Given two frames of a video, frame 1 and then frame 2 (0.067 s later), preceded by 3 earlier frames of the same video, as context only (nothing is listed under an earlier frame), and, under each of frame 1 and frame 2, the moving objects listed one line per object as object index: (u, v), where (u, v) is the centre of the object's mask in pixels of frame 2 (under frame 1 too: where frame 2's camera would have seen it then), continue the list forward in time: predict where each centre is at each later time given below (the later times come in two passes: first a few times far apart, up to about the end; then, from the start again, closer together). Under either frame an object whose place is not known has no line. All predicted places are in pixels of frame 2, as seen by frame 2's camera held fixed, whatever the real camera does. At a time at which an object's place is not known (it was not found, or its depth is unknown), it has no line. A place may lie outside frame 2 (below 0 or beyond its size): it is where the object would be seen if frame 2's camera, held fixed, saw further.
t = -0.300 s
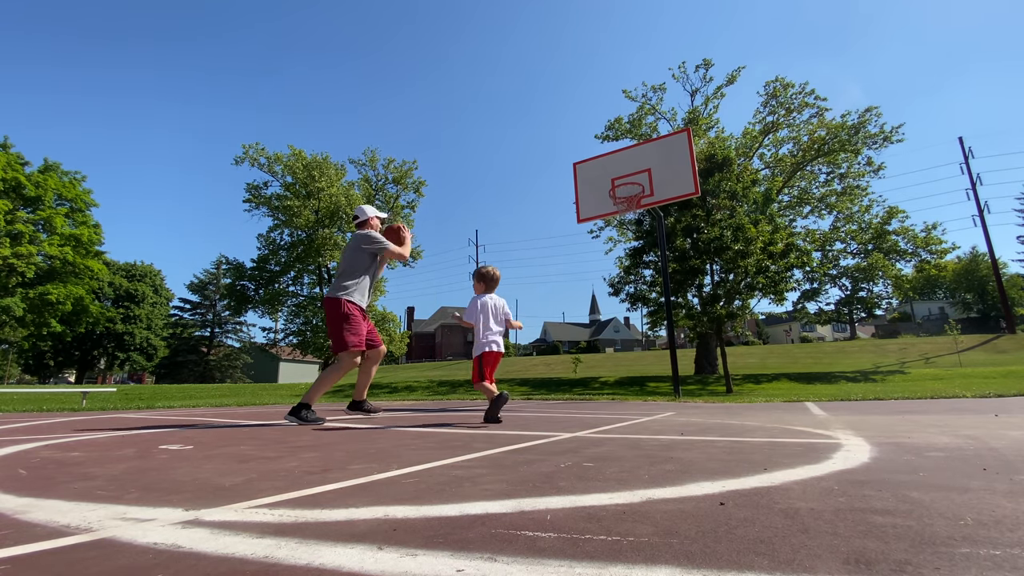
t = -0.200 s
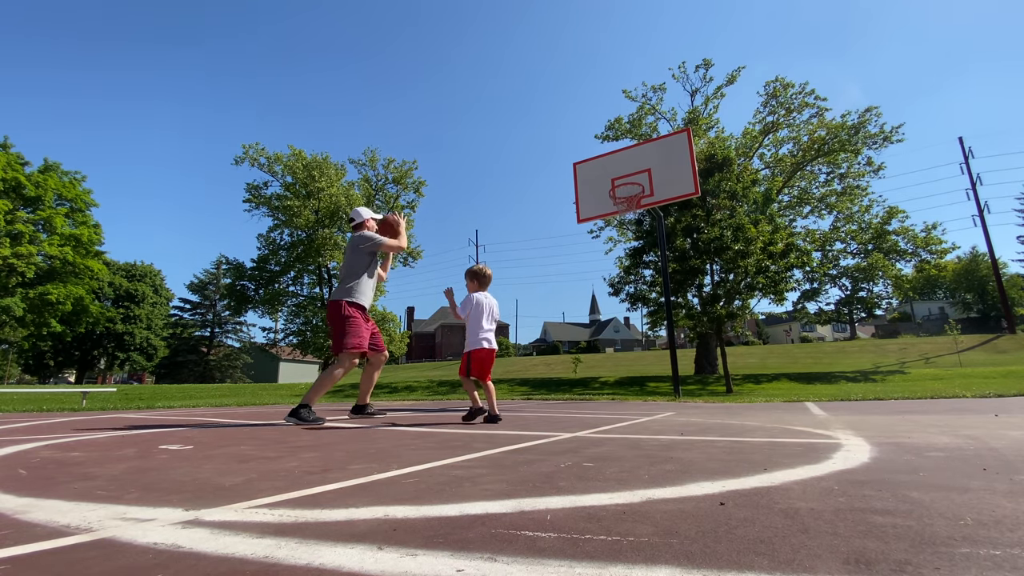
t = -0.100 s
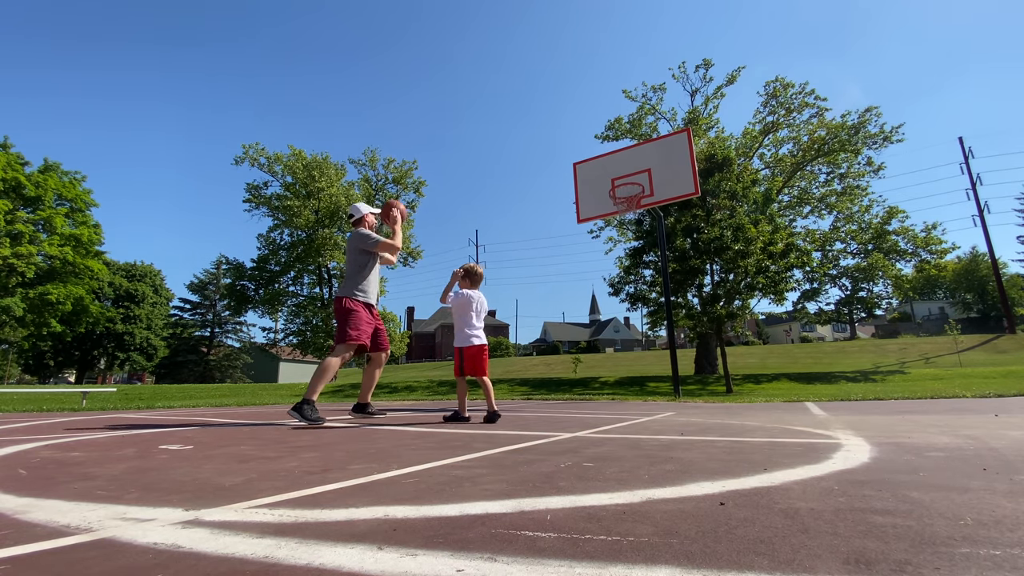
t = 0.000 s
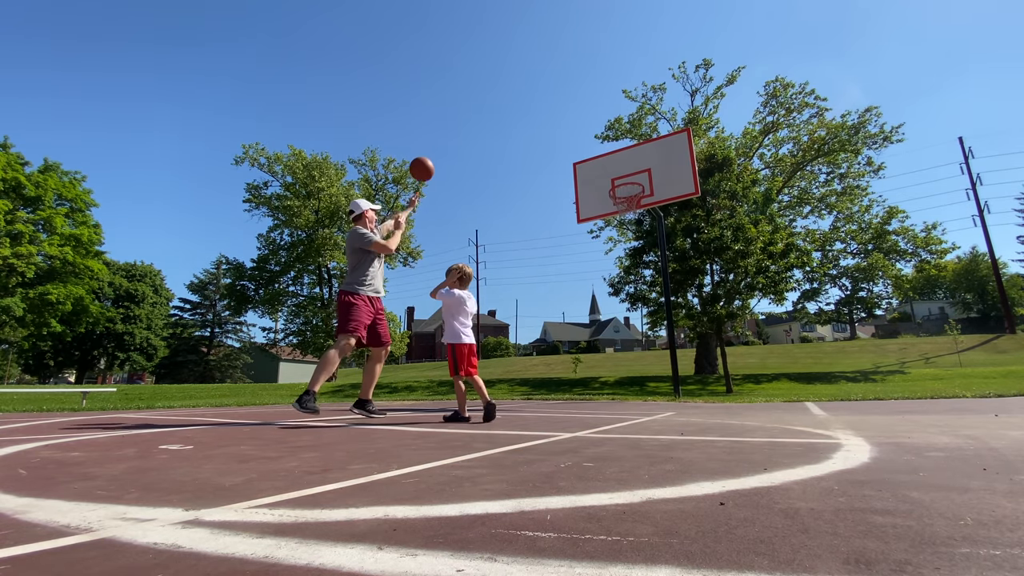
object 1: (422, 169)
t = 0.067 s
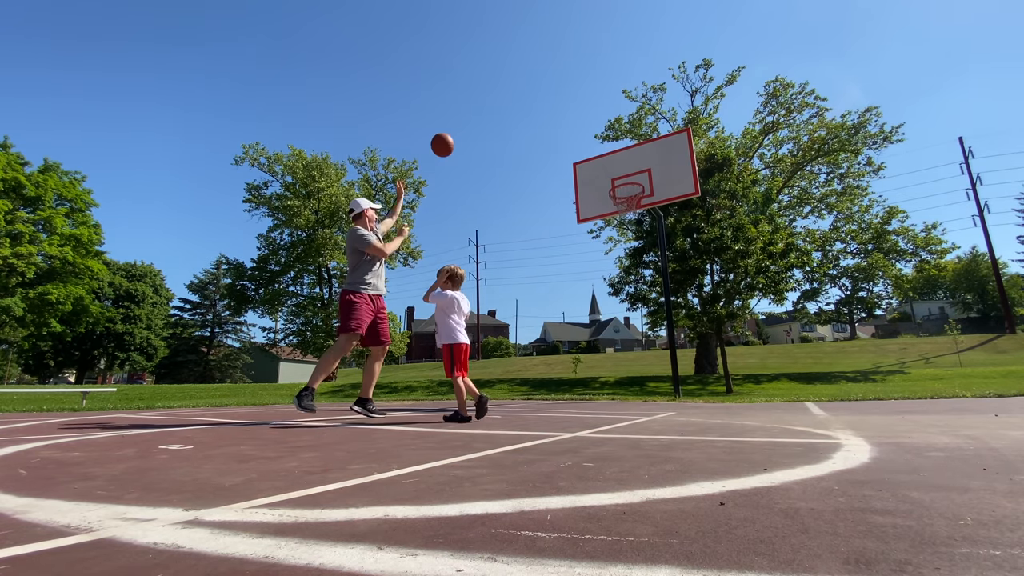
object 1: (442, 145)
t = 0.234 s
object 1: (486, 108)
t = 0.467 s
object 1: (534, 100)
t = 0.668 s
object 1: (569, 120)
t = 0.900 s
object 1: (604, 169)
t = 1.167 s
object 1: (591, 161)
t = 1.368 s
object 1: (564, 140)
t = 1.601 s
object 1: (532, 147)
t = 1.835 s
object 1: (497, 196)
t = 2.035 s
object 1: (461, 285)
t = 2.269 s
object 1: (414, 357)
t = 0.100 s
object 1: (452, 135)
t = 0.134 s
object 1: (461, 126)
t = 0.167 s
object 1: (469, 119)
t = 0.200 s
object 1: (478, 113)
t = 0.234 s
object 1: (486, 108)
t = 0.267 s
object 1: (493, 105)
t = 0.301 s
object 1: (501, 102)
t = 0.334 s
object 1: (508, 100)
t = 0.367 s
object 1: (515, 99)
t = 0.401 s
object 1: (521, 98)
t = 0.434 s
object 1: (528, 99)
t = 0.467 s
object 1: (534, 100)
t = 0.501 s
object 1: (540, 102)
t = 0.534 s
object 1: (546, 104)
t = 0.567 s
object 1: (552, 107)
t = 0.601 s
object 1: (558, 111)
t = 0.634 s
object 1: (563, 115)
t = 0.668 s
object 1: (569, 120)
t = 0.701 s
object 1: (574, 125)
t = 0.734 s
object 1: (579, 131)
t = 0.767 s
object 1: (584, 138)
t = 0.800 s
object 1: (589, 145)
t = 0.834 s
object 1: (594, 152)
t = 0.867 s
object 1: (599, 161)
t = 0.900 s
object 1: (604, 169)
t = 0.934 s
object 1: (609, 178)
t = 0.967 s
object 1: (610, 183)
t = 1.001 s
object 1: (609, 186)
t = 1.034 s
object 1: (608, 187)
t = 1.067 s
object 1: (603, 180)
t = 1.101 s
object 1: (599, 173)
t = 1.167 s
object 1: (591, 161)
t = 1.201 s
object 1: (587, 155)
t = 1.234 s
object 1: (582, 151)
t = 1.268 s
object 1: (578, 147)
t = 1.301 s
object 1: (573, 144)
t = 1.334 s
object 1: (569, 141)
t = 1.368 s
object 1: (564, 140)
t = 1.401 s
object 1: (560, 138)
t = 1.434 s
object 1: (555, 138)
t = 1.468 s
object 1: (551, 138)
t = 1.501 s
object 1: (546, 139)
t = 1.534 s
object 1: (542, 141)
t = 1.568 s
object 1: (537, 143)
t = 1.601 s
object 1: (532, 147)
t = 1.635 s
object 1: (528, 151)
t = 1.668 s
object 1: (523, 156)
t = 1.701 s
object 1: (518, 162)
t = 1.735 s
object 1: (513, 169)
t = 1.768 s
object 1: (507, 177)
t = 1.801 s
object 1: (502, 186)
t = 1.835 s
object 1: (497, 196)
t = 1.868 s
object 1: (491, 208)
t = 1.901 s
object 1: (486, 220)
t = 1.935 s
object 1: (480, 234)
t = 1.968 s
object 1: (474, 250)
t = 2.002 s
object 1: (468, 267)
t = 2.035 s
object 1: (461, 285)
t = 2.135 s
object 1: (441, 352)
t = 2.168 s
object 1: (433, 378)
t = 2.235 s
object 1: (420, 379)
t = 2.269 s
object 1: (414, 357)
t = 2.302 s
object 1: (408, 336)
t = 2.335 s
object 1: (401, 316)
